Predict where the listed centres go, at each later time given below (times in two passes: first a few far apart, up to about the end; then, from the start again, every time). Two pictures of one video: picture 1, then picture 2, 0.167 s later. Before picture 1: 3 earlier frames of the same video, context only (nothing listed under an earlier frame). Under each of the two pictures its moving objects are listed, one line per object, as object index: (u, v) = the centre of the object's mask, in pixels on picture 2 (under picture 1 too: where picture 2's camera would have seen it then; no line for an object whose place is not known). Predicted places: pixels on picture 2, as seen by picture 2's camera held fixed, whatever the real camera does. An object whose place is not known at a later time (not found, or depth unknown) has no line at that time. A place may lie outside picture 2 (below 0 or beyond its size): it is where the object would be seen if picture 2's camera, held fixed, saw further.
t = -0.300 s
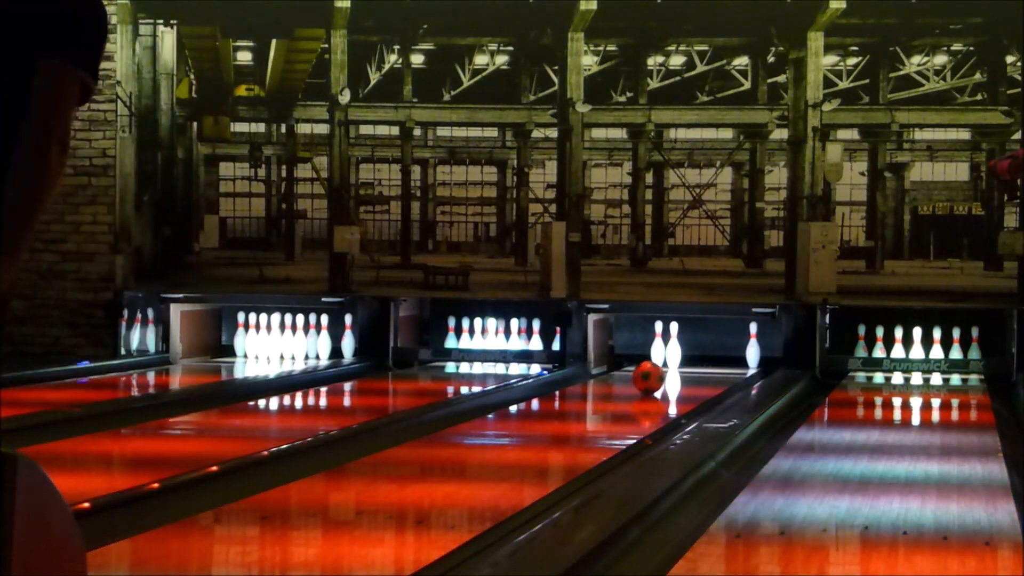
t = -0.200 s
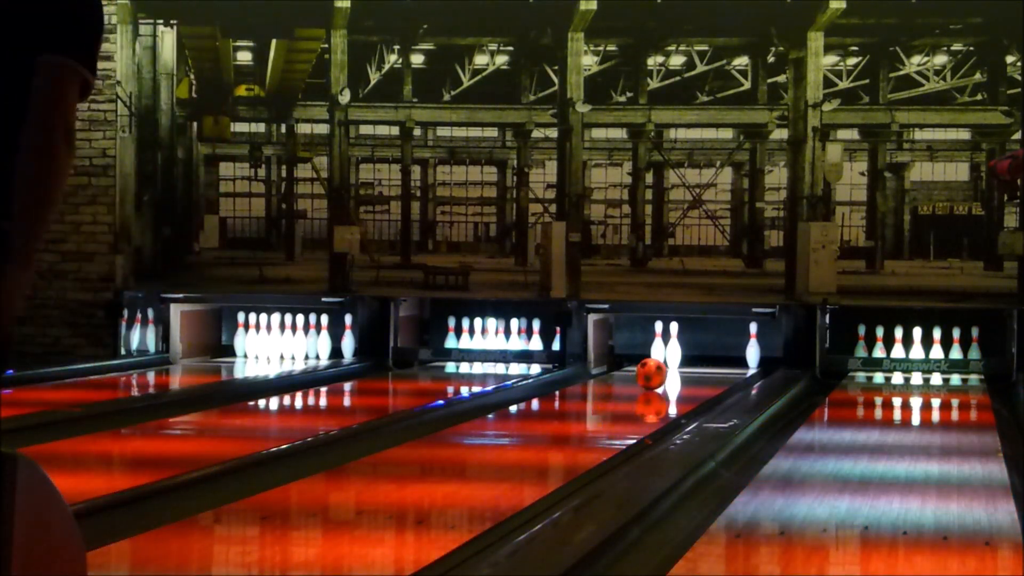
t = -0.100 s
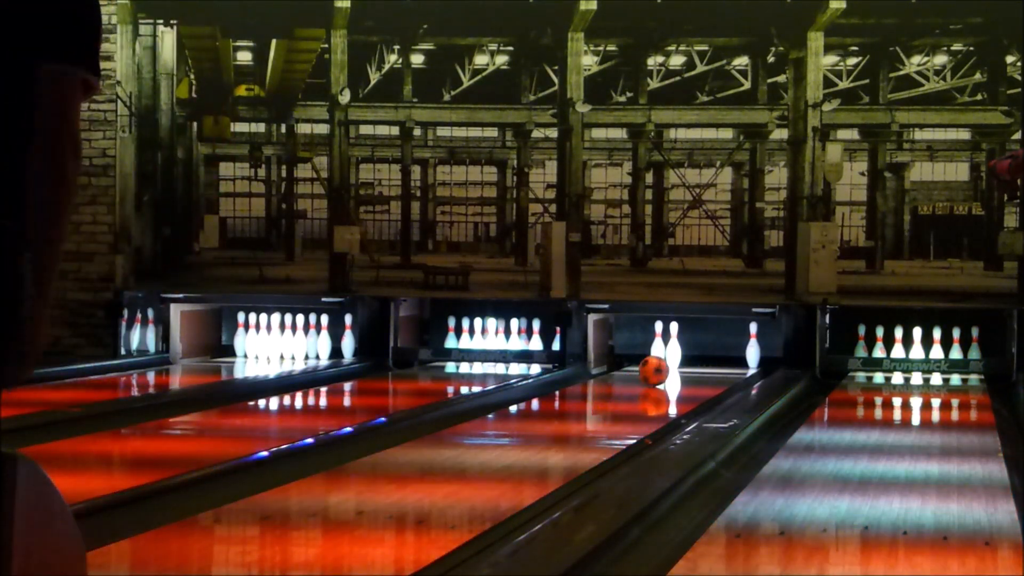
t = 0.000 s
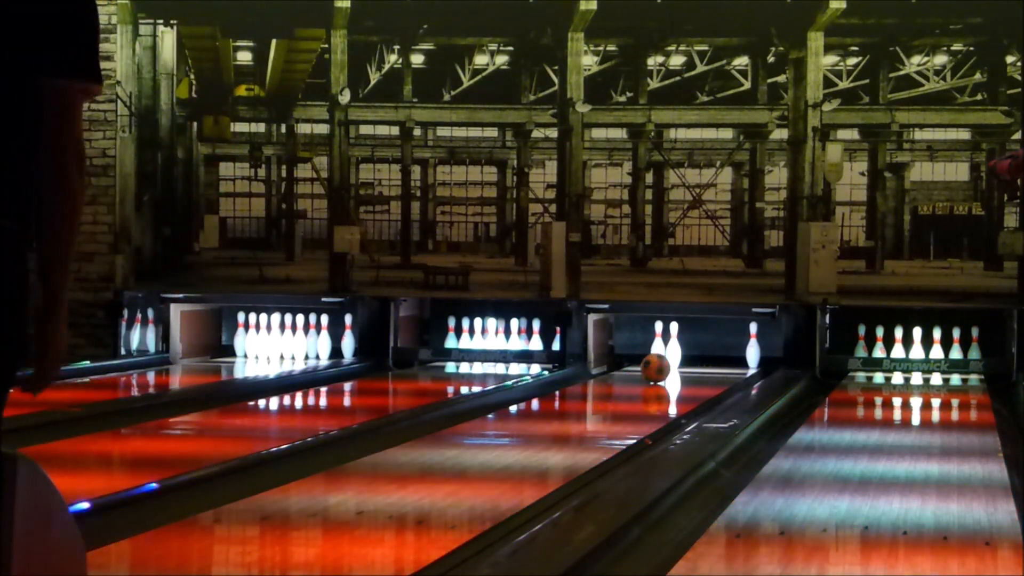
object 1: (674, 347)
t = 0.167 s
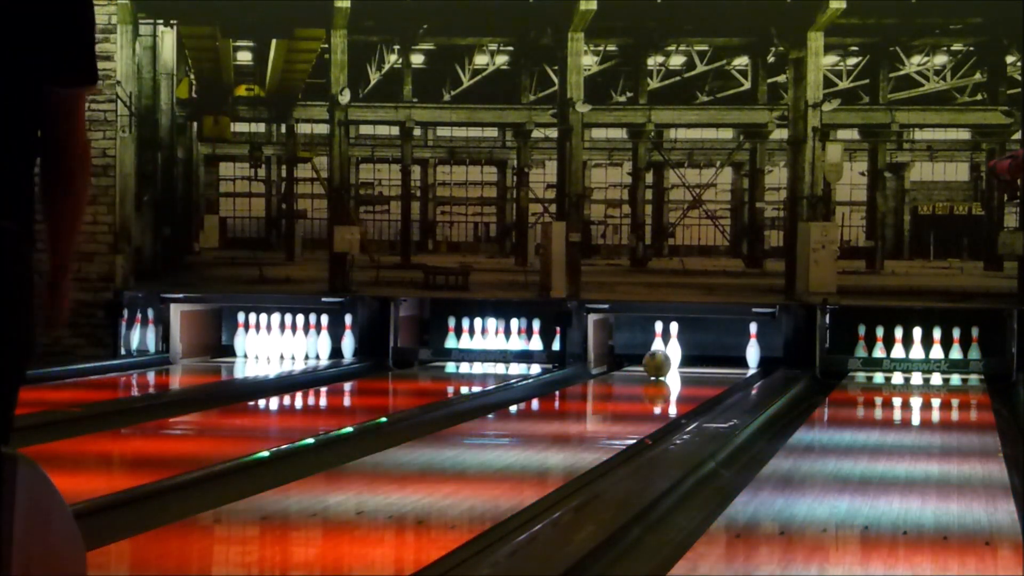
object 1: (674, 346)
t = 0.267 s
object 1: (674, 346)
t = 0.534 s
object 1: (683, 348)
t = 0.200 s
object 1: (674, 346)
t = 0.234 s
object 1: (674, 346)
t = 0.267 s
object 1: (674, 346)
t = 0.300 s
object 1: (674, 346)
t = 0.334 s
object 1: (674, 346)
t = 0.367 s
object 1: (674, 346)
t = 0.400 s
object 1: (674, 347)
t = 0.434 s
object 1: (674, 347)
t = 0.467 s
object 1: (674, 347)
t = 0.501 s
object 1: (674, 347)
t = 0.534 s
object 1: (683, 348)
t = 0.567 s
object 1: (689, 349)
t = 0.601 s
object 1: (701, 351)
